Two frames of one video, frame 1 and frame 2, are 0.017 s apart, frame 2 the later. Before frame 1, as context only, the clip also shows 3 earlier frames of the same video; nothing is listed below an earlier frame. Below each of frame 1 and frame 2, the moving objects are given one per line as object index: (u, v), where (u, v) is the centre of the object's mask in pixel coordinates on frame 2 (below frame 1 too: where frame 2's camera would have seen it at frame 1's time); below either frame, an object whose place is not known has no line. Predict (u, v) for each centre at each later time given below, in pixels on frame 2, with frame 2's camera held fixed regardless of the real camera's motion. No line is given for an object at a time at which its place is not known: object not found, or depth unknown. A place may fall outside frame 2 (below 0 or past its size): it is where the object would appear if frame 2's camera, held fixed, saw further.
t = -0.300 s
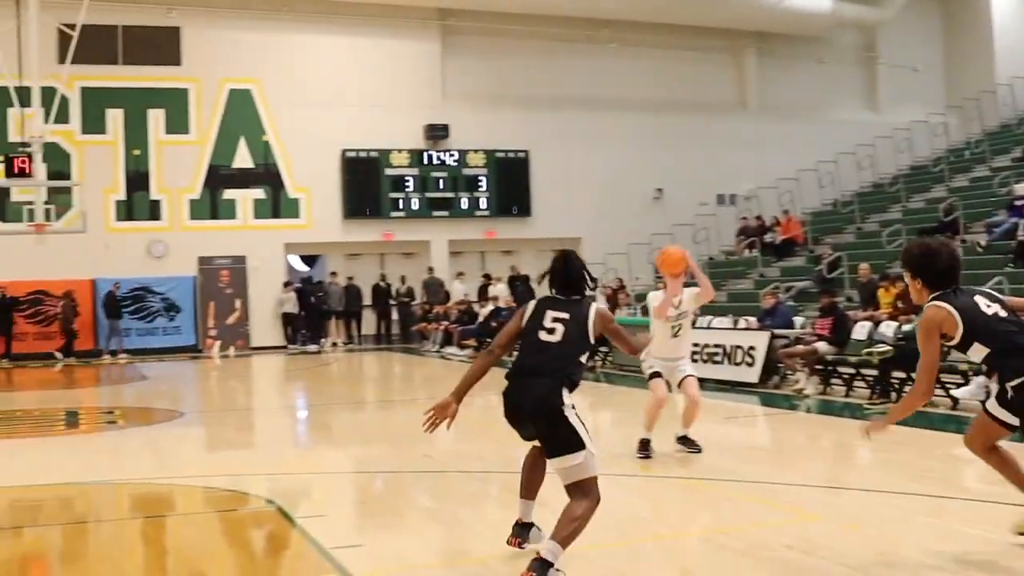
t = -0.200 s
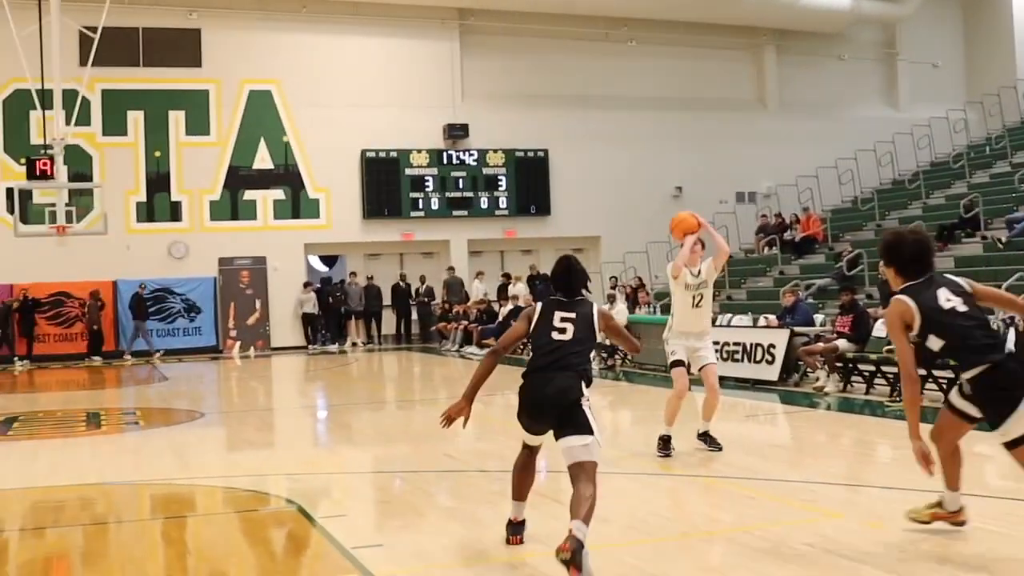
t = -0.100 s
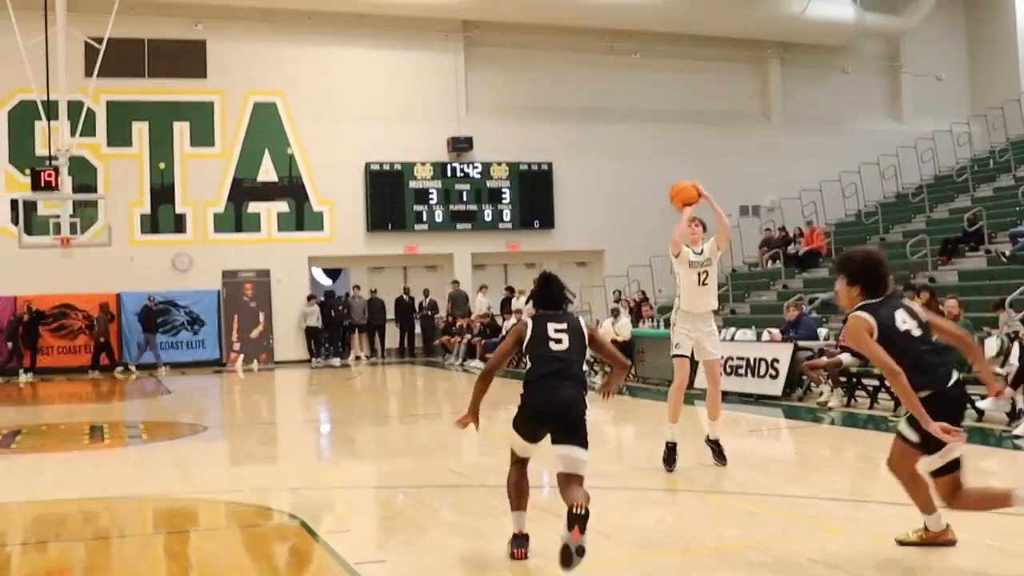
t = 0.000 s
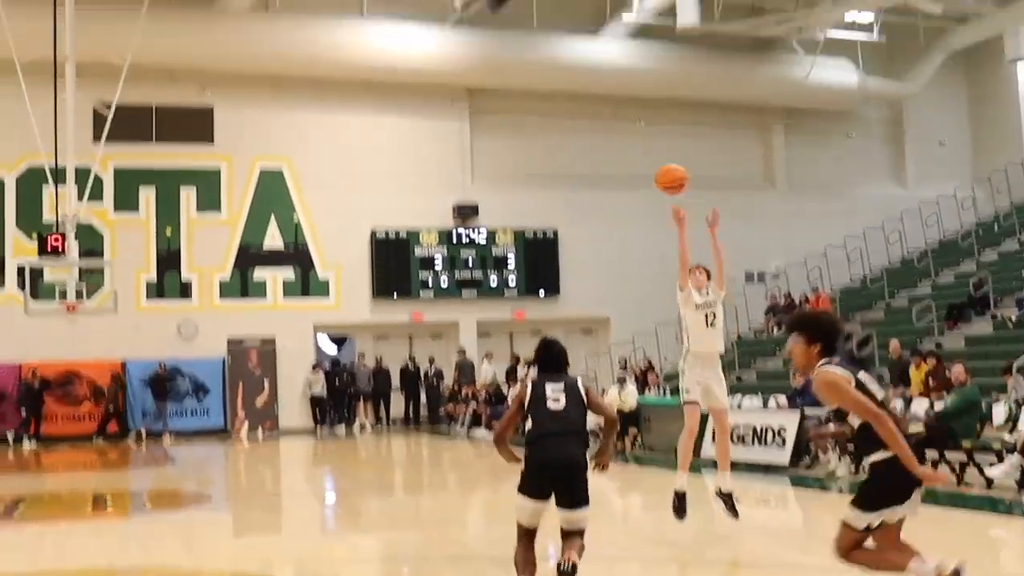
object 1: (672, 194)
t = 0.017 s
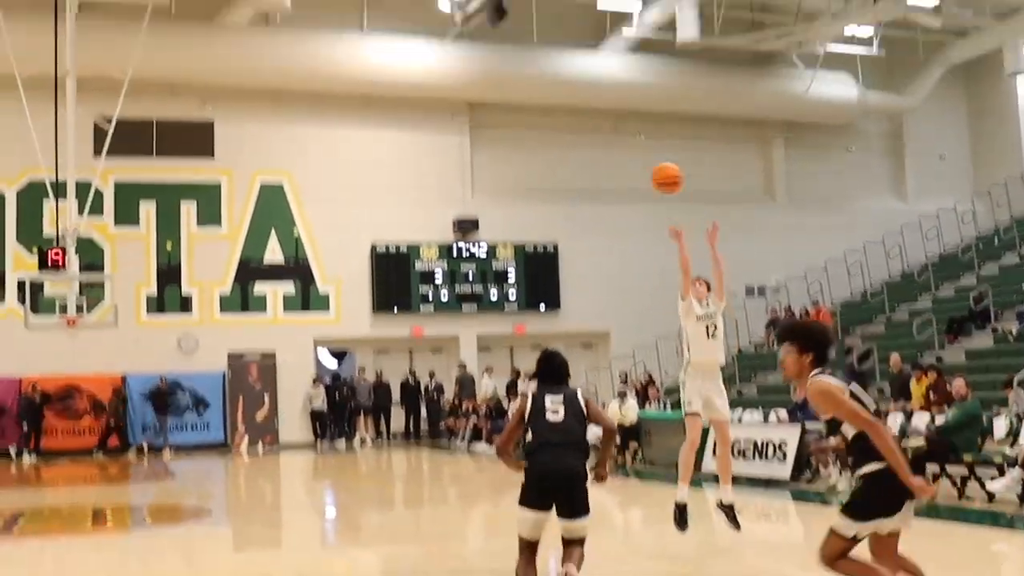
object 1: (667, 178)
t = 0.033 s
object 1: (661, 160)
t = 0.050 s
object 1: (656, 143)
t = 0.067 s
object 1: (651, 135)
